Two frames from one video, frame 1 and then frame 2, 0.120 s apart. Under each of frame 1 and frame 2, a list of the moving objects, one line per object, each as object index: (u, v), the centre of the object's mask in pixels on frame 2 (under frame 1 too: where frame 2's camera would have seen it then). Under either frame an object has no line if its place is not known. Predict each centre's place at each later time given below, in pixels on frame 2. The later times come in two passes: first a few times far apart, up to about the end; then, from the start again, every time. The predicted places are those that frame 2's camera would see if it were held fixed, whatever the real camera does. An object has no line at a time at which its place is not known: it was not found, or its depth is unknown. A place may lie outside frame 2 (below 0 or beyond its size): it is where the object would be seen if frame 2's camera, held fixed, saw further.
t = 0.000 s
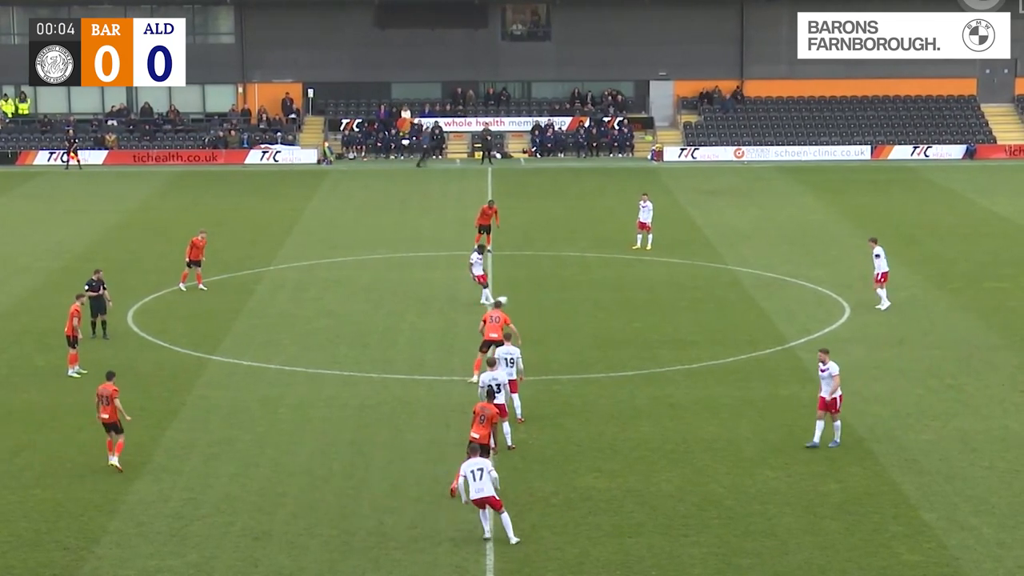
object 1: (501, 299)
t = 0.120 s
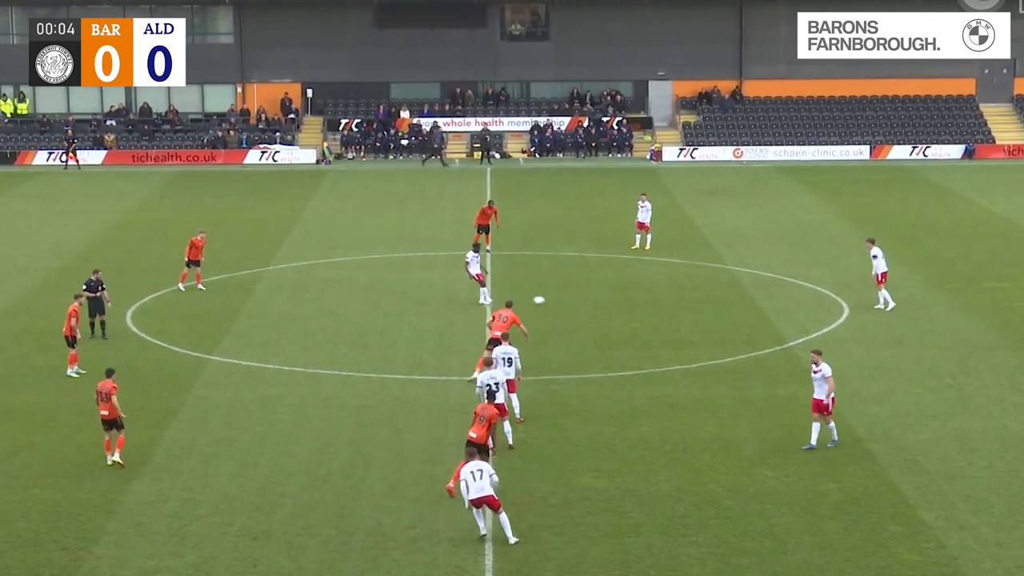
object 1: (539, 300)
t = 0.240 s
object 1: (573, 300)
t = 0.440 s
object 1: (626, 299)
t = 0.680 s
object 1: (680, 299)
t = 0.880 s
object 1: (718, 298)
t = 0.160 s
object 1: (551, 300)
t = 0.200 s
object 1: (562, 300)
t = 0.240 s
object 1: (573, 300)
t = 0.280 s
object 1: (585, 300)
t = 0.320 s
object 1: (595, 299)
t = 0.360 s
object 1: (606, 299)
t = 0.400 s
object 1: (616, 300)
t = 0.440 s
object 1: (626, 299)
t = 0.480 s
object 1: (636, 299)
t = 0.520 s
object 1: (645, 299)
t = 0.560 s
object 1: (654, 299)
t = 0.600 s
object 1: (663, 298)
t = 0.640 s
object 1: (672, 299)
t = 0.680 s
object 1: (680, 299)
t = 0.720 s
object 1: (688, 299)
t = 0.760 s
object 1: (697, 299)
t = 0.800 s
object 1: (704, 299)
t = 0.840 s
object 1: (711, 298)
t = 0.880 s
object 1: (718, 298)
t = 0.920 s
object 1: (725, 299)
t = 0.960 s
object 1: (732, 299)
